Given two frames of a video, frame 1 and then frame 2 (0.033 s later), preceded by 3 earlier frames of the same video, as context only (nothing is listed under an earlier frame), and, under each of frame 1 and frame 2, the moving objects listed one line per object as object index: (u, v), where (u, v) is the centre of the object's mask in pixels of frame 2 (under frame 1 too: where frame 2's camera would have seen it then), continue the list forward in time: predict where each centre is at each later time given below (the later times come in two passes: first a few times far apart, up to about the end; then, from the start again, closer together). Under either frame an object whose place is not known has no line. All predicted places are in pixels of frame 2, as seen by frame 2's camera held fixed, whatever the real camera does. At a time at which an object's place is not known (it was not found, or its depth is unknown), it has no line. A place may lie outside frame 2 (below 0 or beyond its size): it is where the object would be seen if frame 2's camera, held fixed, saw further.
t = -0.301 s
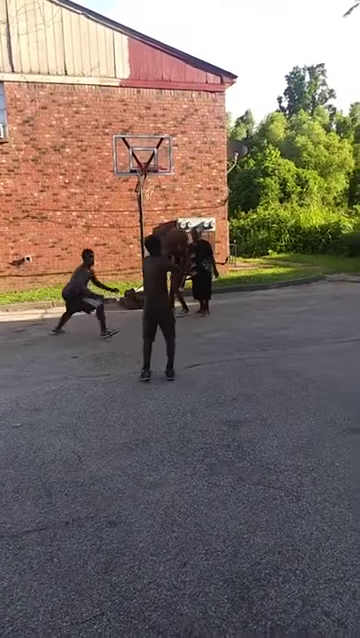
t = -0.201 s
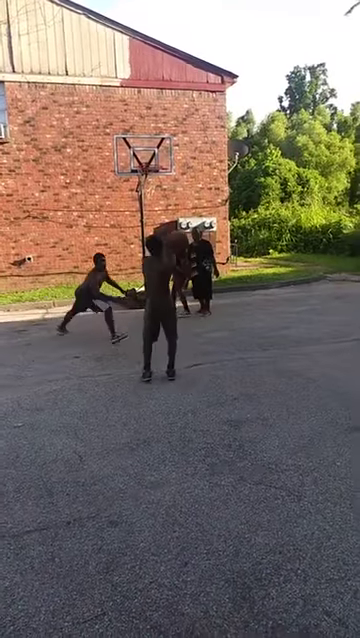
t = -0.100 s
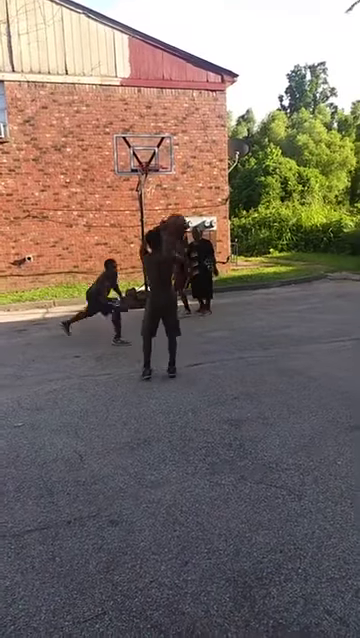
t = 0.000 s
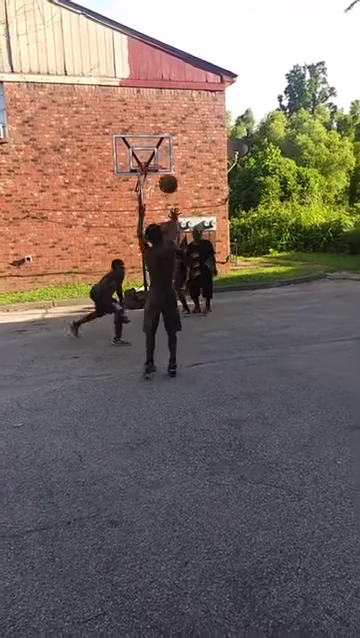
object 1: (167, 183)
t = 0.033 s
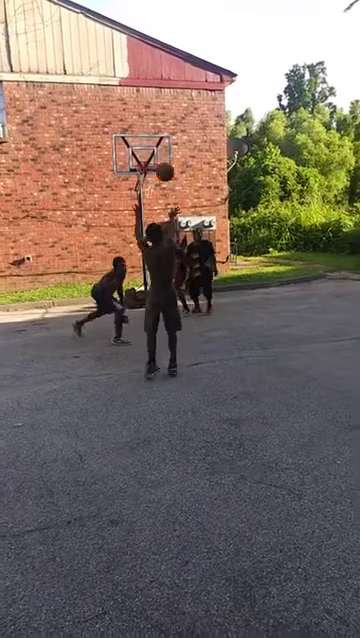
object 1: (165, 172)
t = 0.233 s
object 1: (151, 131)
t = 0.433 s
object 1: (141, 125)
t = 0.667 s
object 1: (134, 146)
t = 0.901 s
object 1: (133, 148)
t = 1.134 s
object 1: (128, 145)
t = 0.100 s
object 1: (159, 154)
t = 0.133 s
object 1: (157, 146)
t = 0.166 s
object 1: (154, 140)
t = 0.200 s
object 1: (153, 135)
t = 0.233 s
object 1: (151, 131)
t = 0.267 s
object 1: (149, 128)
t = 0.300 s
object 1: (147, 126)
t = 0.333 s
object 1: (145, 125)
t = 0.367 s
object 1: (144, 124)
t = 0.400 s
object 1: (143, 124)
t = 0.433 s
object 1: (141, 125)
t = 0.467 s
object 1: (140, 126)
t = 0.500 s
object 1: (138, 129)
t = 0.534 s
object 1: (137, 131)
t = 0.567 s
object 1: (136, 135)
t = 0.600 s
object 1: (136, 138)
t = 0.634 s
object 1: (135, 141)
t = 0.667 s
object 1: (134, 146)
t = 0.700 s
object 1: (132, 151)
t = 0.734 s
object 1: (132, 156)
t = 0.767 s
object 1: (133, 160)
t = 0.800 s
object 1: (133, 158)
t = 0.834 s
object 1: (134, 154)
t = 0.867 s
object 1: (134, 151)
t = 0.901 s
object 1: (133, 148)
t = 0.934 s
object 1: (132, 146)
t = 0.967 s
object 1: (131, 144)
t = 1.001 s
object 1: (131, 143)
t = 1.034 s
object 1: (131, 142)
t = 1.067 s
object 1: (131, 142)
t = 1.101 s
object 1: (130, 143)
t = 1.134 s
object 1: (128, 145)
